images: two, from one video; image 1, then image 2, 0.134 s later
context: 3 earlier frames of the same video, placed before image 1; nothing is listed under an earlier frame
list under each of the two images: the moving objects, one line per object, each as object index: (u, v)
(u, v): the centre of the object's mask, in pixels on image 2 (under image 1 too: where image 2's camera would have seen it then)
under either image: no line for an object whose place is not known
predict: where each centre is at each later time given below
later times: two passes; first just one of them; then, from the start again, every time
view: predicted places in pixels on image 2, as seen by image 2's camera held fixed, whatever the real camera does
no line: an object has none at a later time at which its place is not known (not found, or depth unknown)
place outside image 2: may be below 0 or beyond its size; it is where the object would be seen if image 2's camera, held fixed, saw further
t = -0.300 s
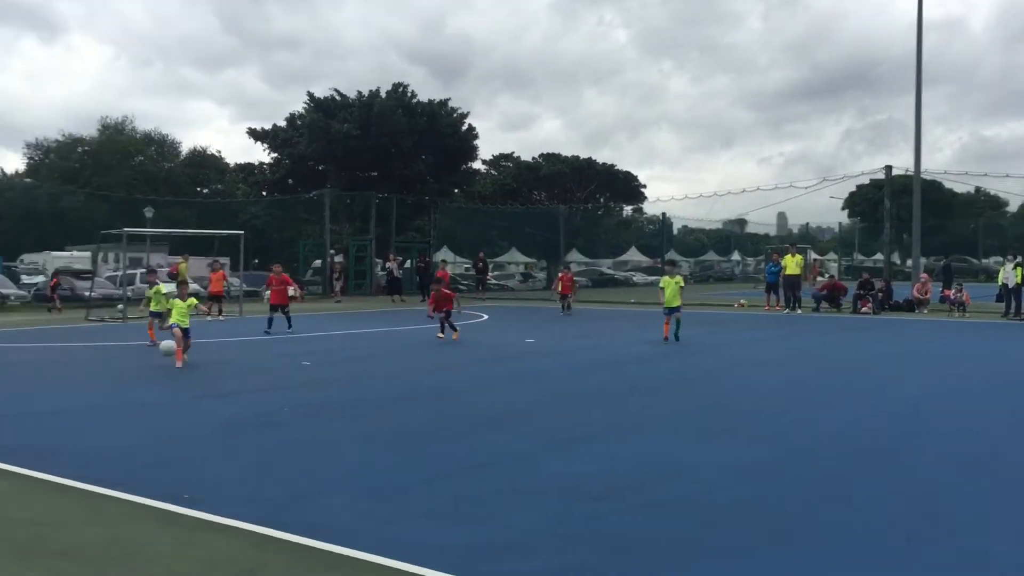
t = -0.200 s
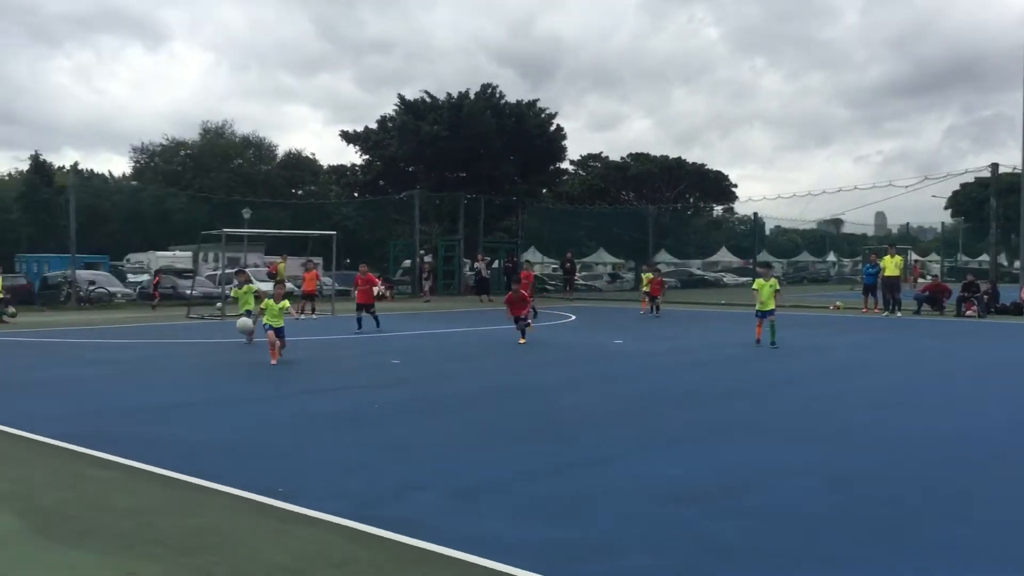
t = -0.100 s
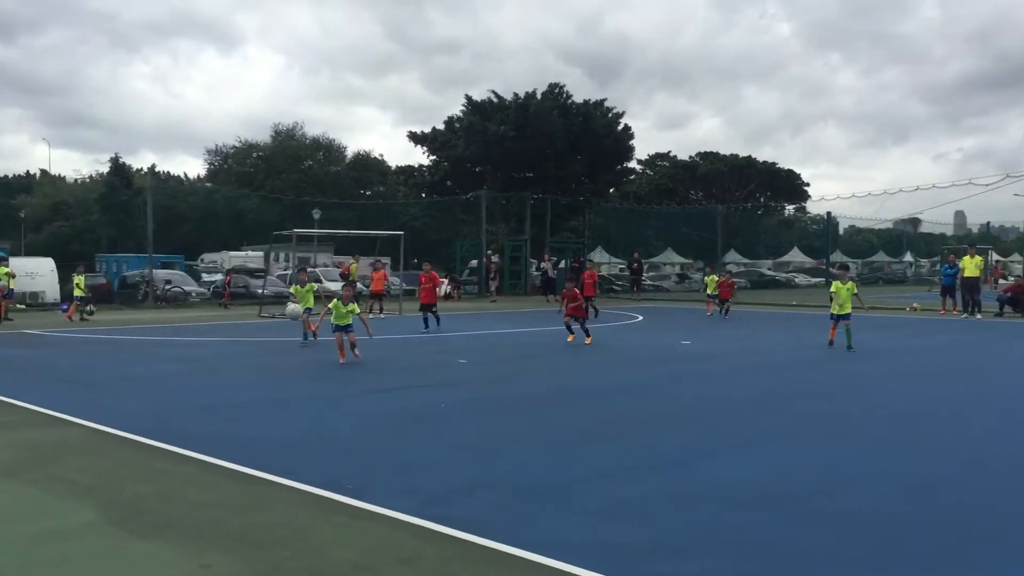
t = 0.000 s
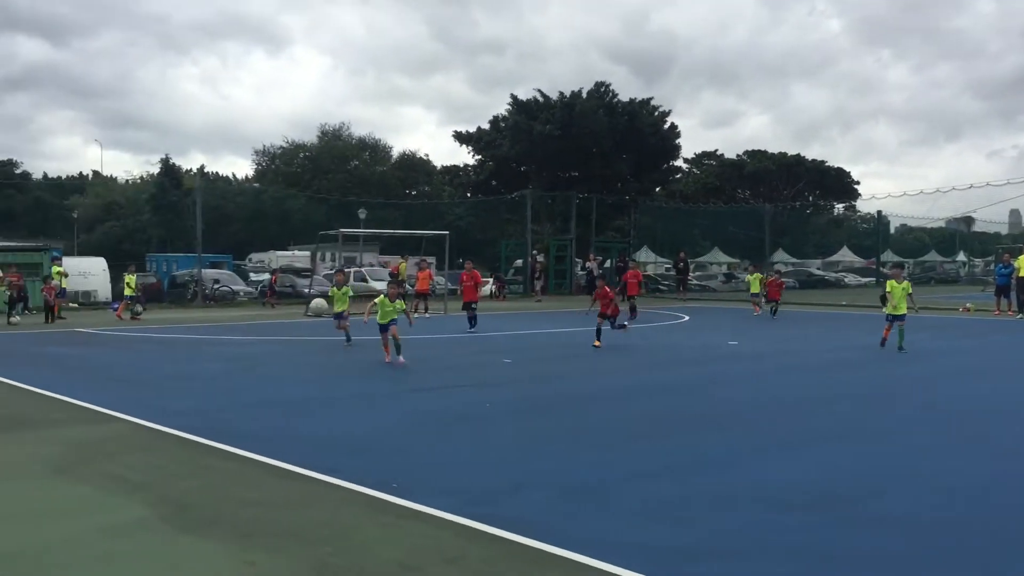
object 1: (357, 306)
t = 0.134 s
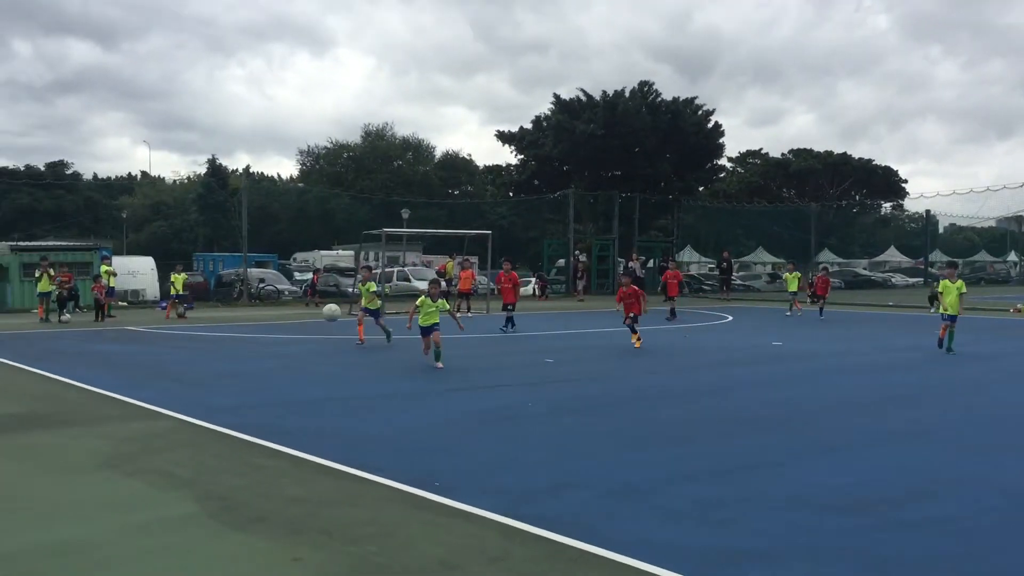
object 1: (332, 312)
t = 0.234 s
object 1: (307, 328)
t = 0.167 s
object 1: (324, 316)
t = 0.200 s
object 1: (315, 322)
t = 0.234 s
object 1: (307, 328)
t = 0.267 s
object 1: (298, 336)
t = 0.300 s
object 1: (289, 345)
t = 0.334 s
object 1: (280, 355)
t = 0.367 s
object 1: (270, 367)
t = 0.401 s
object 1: (259, 380)
